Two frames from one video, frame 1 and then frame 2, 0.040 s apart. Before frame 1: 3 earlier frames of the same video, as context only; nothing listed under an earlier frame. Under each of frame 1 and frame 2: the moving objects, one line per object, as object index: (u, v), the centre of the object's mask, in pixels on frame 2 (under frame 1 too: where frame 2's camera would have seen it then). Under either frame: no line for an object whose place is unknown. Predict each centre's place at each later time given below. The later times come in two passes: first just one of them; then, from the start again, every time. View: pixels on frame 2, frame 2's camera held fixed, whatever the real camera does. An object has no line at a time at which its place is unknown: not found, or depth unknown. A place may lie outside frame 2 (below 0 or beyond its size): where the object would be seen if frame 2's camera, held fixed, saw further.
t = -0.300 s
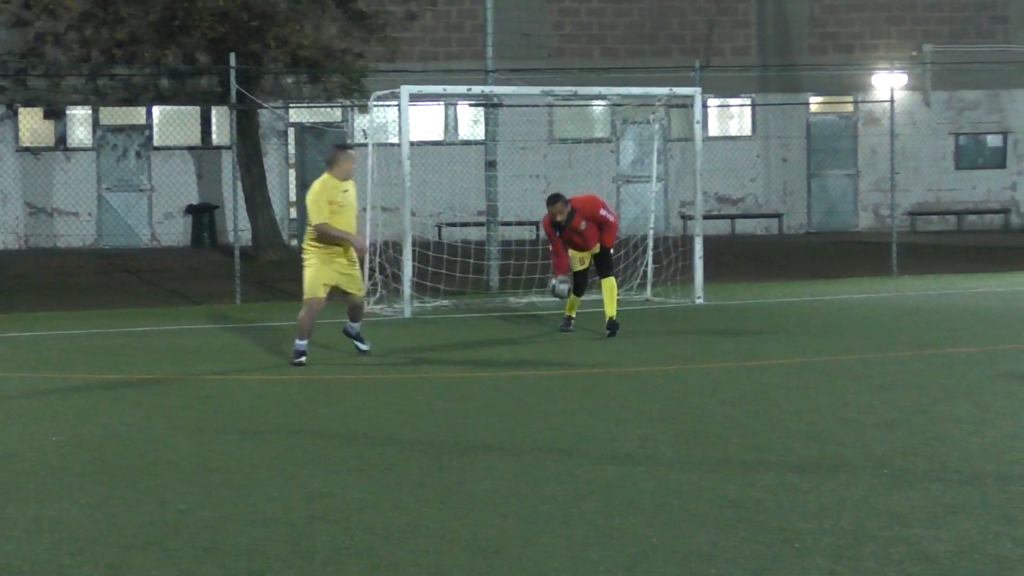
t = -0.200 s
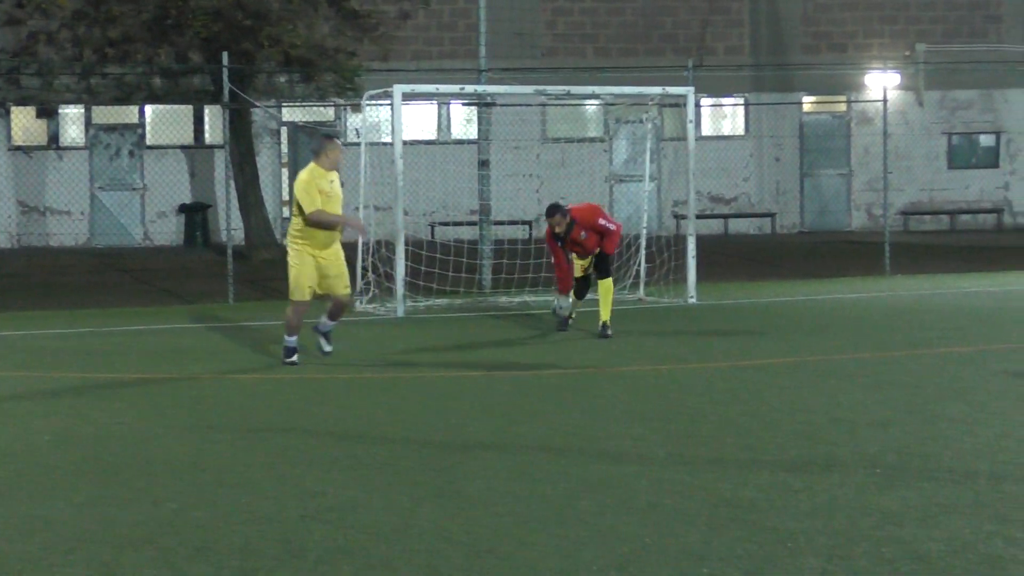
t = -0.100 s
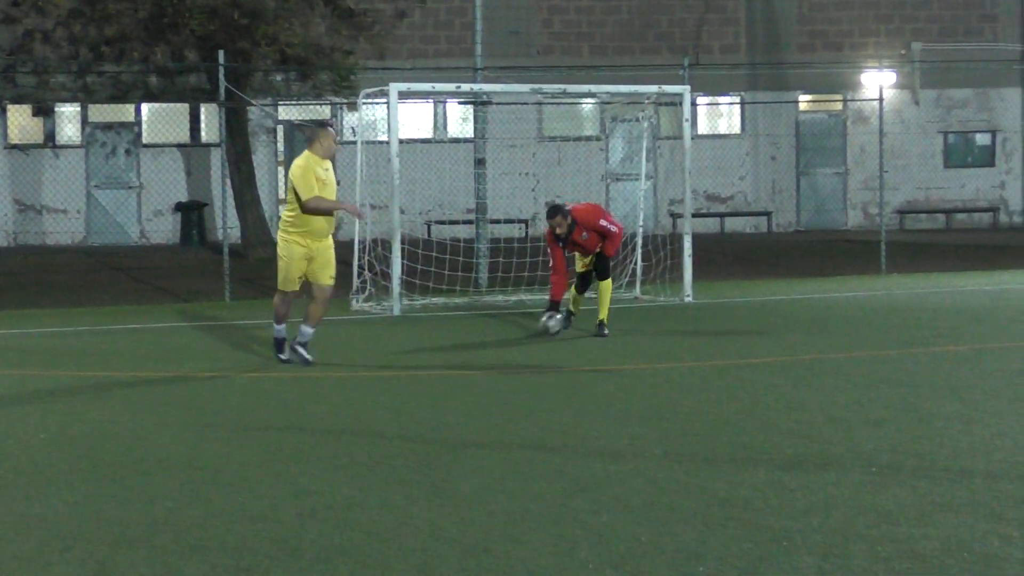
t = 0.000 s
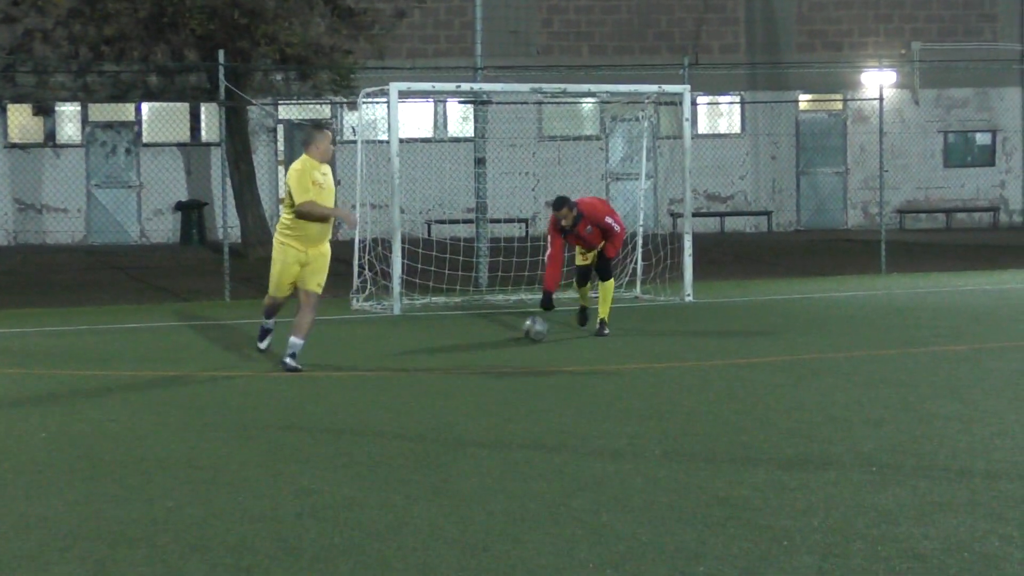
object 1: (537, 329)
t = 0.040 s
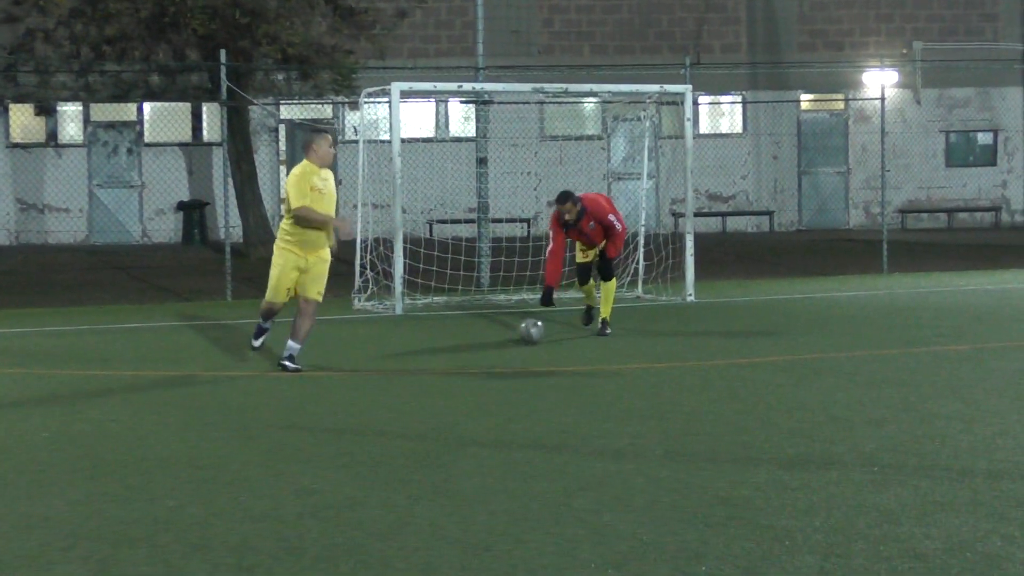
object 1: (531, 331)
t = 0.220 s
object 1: (504, 341)
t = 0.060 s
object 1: (528, 334)
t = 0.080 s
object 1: (525, 335)
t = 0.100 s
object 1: (522, 335)
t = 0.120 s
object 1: (519, 336)
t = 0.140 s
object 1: (516, 337)
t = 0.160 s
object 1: (513, 338)
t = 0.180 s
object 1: (510, 339)
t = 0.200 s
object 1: (507, 340)
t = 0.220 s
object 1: (504, 341)
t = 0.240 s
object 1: (502, 342)
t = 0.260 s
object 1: (498, 344)
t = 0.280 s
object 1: (495, 345)
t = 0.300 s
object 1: (493, 346)
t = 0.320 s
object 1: (490, 347)
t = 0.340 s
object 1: (487, 348)
